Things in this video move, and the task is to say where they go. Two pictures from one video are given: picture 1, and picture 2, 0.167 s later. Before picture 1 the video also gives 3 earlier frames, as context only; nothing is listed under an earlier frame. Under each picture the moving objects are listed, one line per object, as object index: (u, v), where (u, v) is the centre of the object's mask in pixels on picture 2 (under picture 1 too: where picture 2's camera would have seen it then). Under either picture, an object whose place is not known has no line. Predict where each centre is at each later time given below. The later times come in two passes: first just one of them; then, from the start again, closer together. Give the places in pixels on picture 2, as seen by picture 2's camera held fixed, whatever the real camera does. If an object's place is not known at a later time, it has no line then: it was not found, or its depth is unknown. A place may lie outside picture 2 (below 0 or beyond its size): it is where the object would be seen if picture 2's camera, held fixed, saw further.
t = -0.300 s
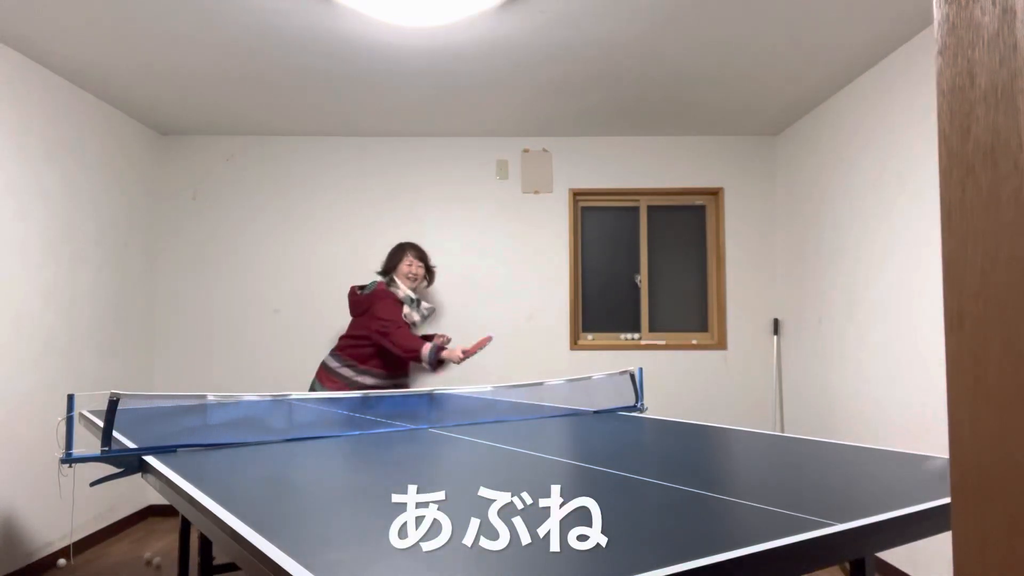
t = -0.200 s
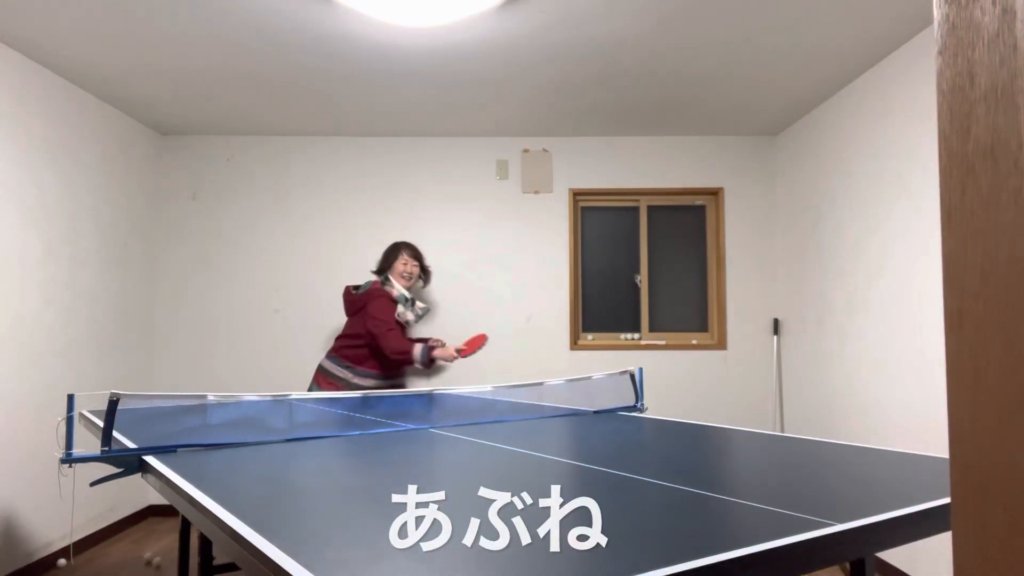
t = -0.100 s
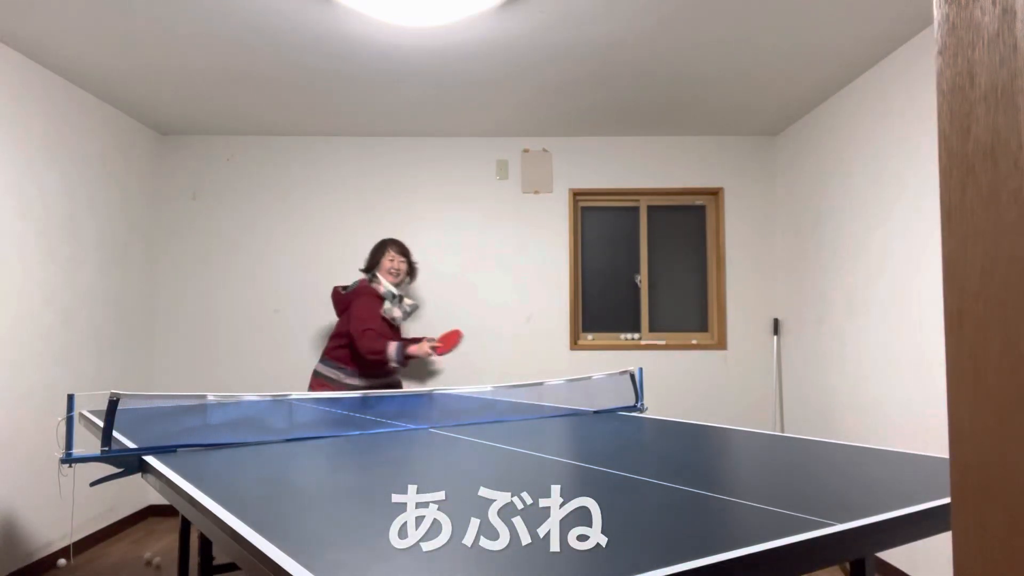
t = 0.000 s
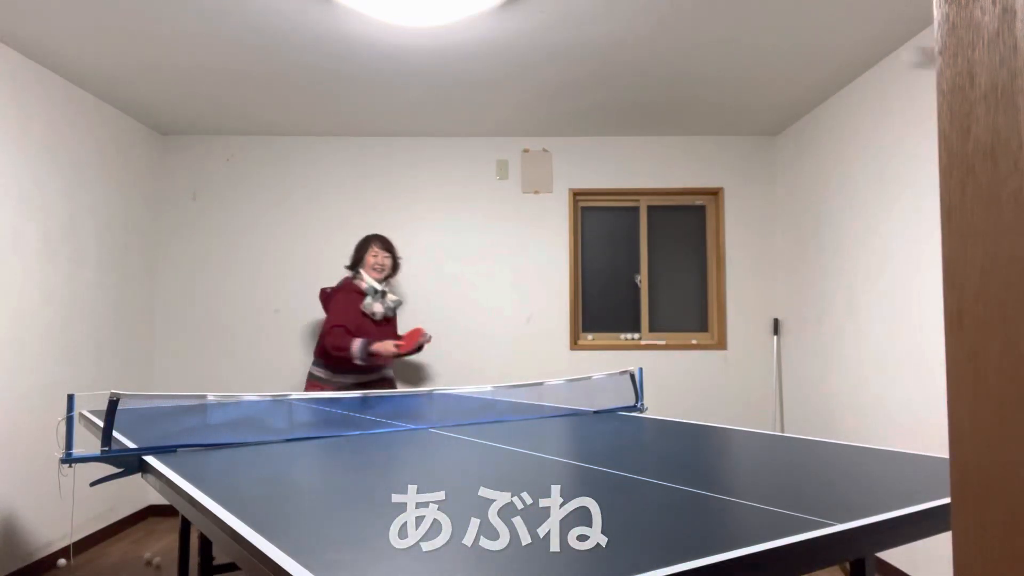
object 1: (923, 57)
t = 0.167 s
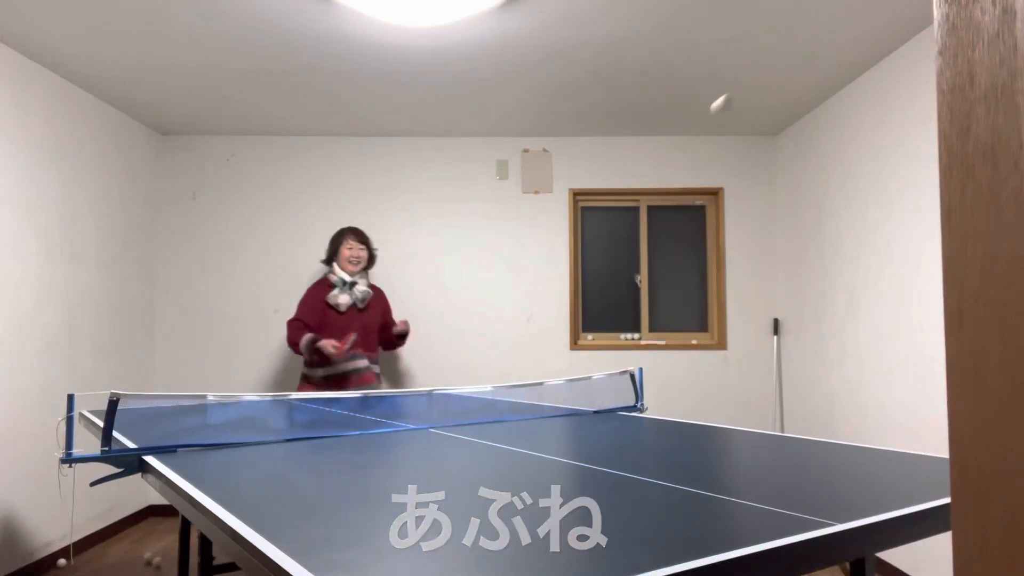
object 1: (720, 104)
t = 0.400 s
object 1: (601, 274)
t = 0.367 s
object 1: (613, 245)
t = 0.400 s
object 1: (601, 274)
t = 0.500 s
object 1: (572, 363)
